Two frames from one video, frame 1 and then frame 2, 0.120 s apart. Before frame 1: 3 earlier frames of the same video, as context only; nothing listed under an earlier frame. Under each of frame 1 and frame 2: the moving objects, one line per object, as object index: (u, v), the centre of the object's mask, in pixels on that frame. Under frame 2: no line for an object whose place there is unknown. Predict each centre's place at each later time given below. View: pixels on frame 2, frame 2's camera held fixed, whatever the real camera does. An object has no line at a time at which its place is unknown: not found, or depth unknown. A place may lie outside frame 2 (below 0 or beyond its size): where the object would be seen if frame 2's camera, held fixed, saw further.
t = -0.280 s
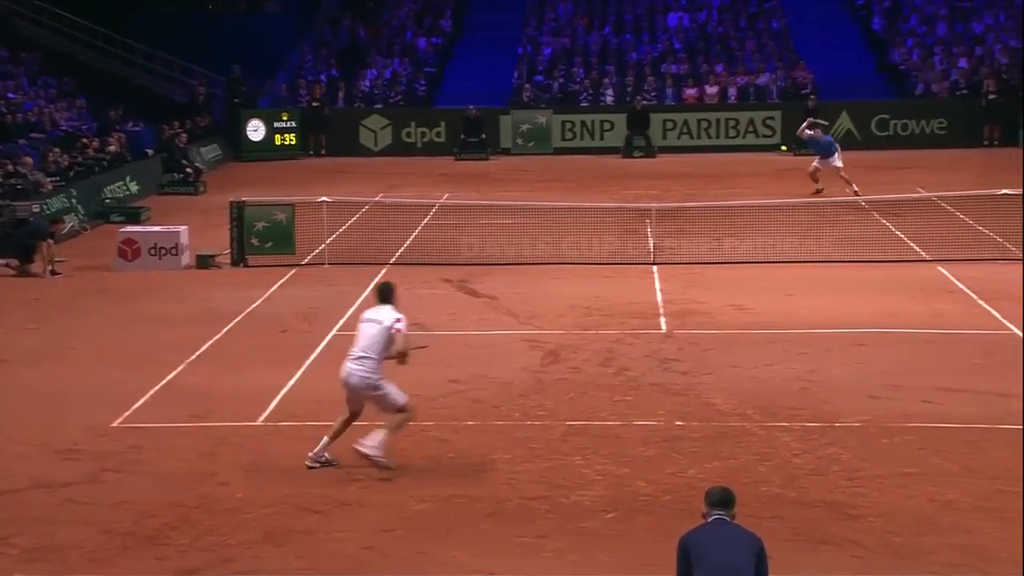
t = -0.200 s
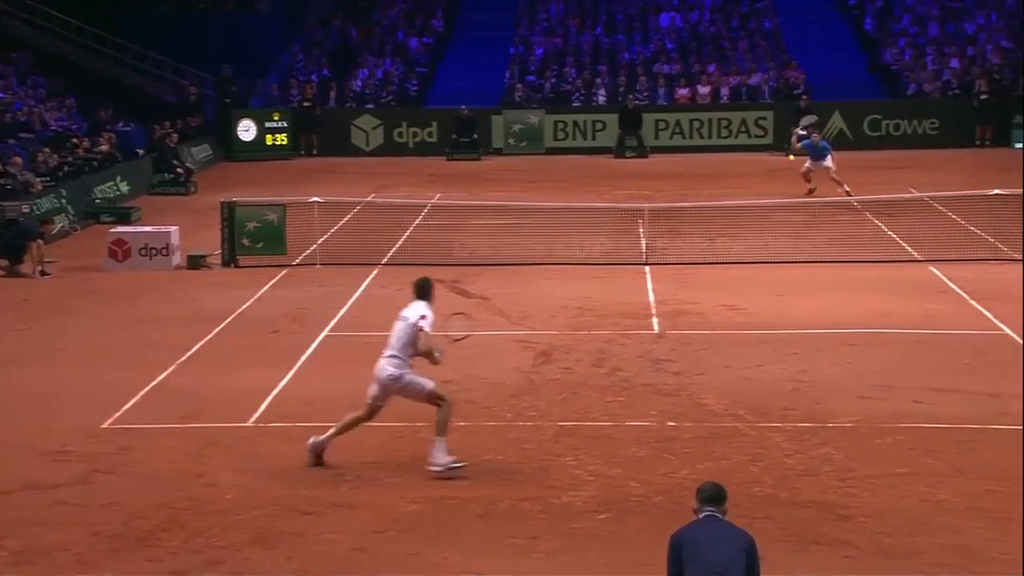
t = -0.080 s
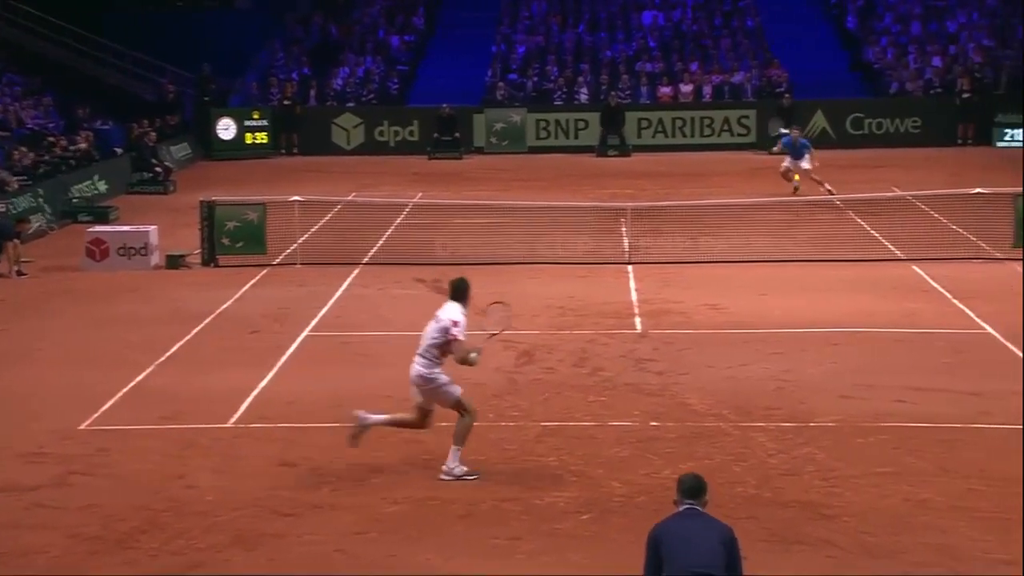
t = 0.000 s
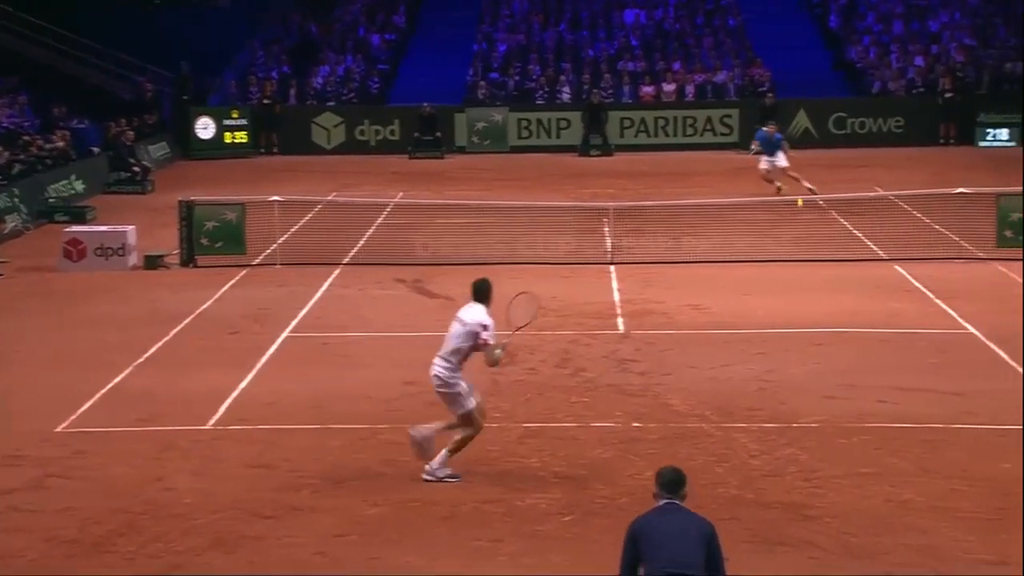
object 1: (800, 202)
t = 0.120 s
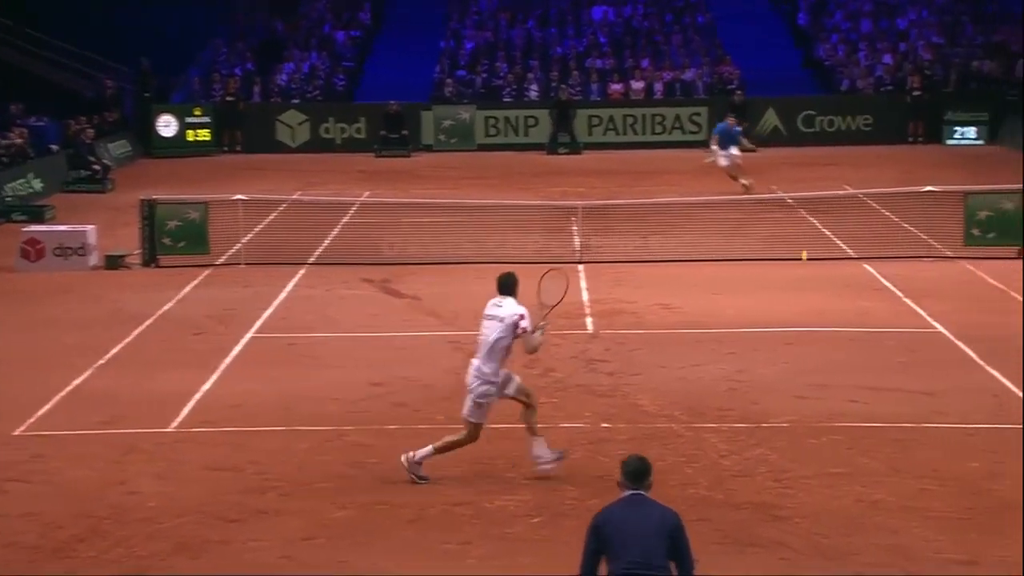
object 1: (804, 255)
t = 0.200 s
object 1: (824, 291)
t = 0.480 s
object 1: (902, 286)
